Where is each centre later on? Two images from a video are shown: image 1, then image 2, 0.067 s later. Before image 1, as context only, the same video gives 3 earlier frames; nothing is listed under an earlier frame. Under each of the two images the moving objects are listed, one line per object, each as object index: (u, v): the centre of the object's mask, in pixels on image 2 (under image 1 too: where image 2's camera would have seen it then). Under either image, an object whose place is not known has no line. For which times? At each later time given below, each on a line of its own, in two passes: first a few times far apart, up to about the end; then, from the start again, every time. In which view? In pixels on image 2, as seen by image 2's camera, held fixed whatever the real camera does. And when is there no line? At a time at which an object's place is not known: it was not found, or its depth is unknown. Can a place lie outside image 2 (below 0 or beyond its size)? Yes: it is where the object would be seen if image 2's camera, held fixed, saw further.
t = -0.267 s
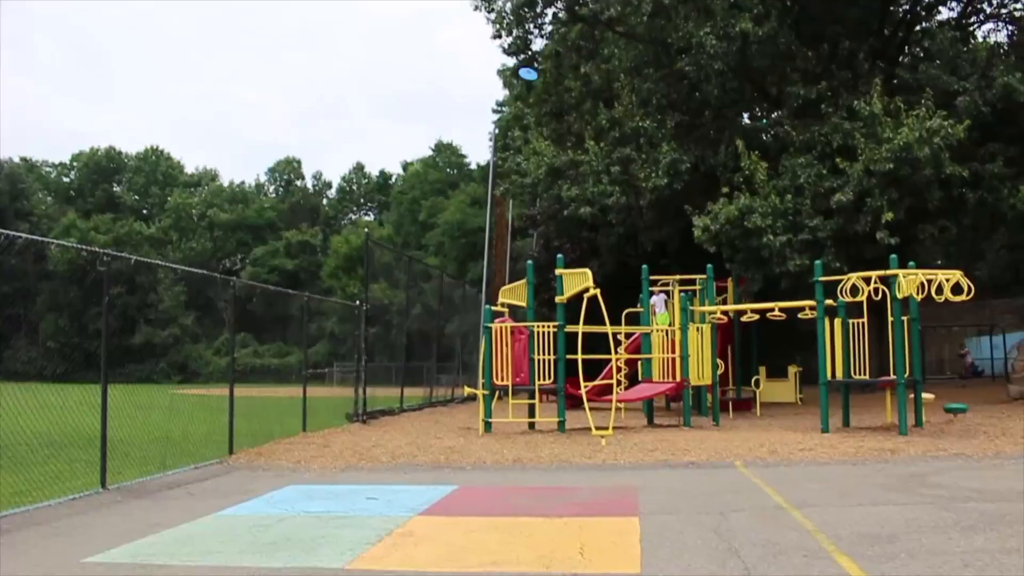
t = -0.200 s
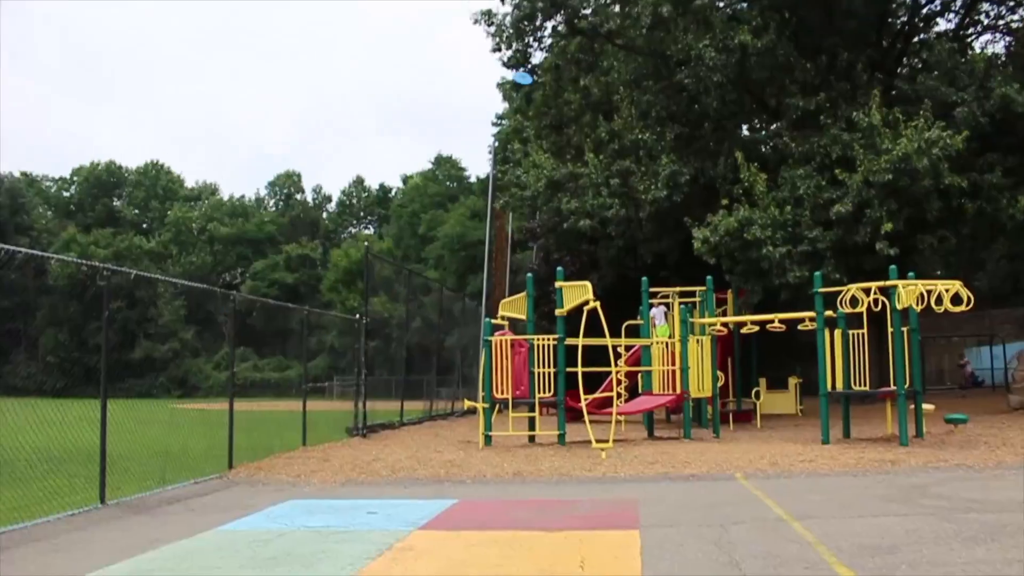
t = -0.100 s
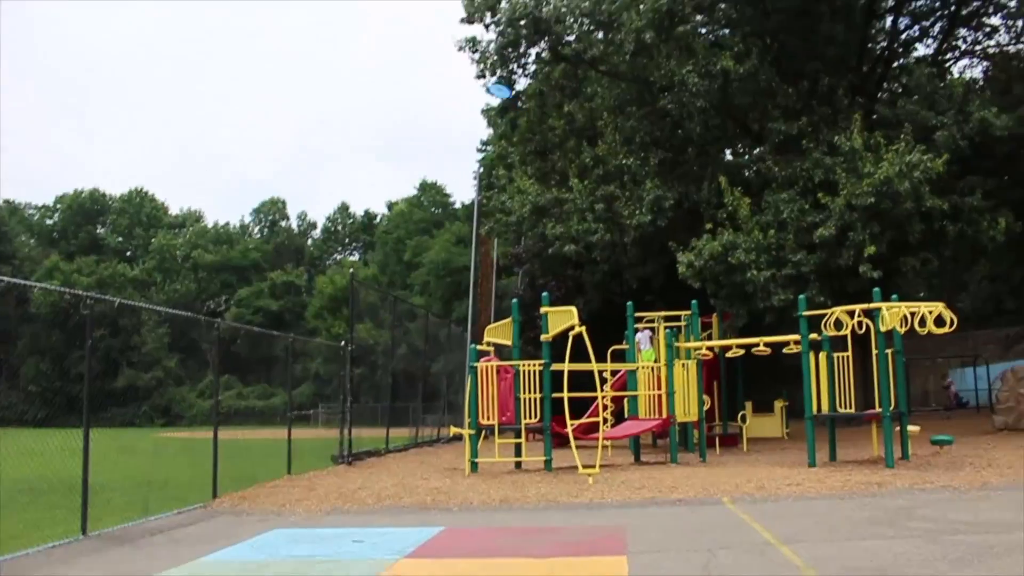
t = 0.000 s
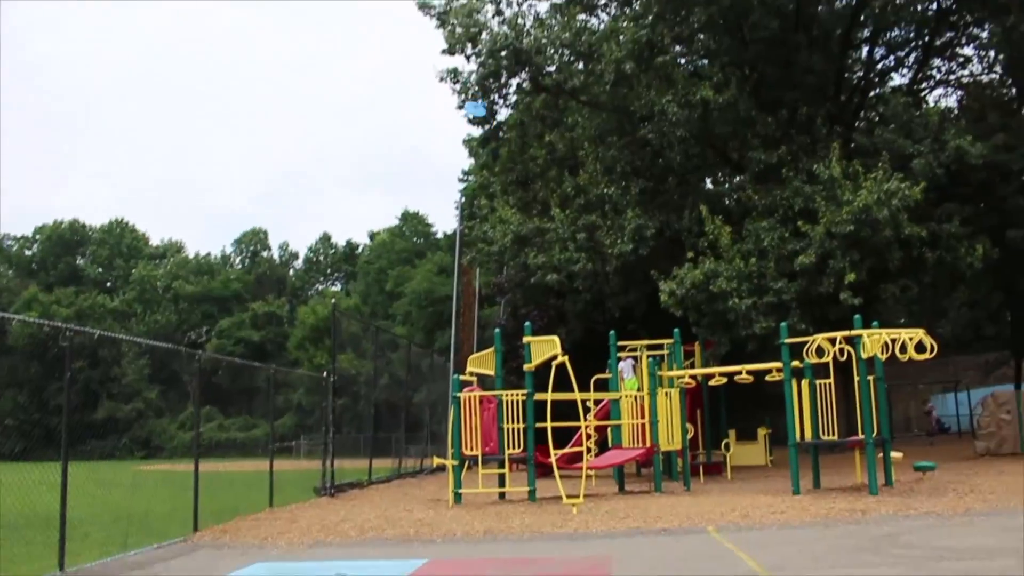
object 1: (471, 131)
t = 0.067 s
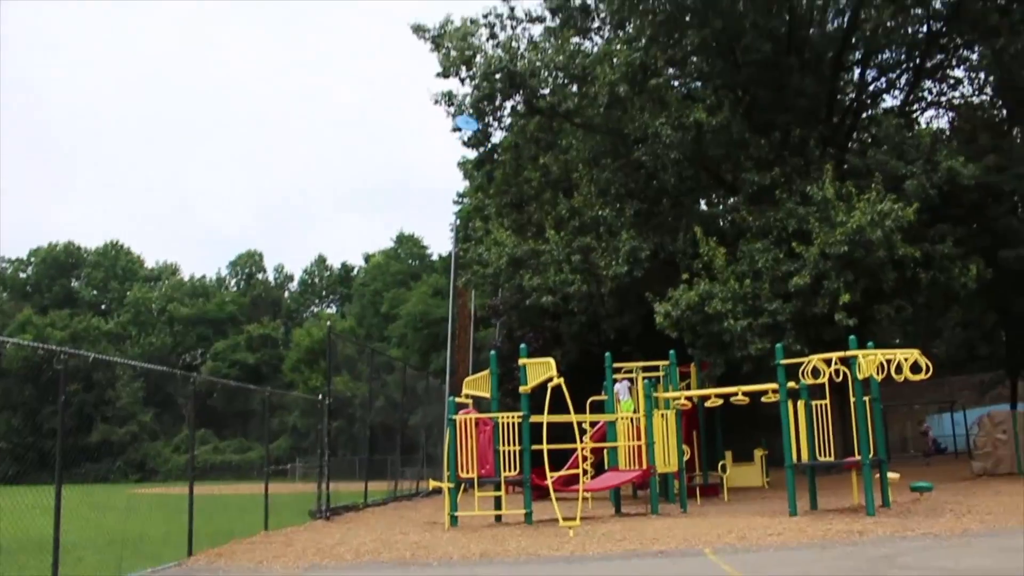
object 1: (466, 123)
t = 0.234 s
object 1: (463, 105)
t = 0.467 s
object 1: (480, 84)
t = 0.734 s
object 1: (548, 69)
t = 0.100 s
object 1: (465, 120)
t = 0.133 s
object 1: (464, 116)
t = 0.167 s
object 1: (464, 112)
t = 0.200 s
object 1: (463, 109)
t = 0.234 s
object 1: (463, 105)
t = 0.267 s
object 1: (464, 103)
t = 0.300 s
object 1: (465, 99)
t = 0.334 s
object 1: (467, 96)
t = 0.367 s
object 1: (470, 93)
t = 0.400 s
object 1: (473, 90)
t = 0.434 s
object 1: (476, 87)
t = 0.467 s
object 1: (480, 84)
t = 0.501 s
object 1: (484, 82)
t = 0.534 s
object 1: (490, 79)
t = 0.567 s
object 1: (497, 77)
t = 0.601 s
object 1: (504, 75)
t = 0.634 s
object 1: (514, 73)
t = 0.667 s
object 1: (524, 71)
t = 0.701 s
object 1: (535, 70)
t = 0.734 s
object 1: (548, 69)
